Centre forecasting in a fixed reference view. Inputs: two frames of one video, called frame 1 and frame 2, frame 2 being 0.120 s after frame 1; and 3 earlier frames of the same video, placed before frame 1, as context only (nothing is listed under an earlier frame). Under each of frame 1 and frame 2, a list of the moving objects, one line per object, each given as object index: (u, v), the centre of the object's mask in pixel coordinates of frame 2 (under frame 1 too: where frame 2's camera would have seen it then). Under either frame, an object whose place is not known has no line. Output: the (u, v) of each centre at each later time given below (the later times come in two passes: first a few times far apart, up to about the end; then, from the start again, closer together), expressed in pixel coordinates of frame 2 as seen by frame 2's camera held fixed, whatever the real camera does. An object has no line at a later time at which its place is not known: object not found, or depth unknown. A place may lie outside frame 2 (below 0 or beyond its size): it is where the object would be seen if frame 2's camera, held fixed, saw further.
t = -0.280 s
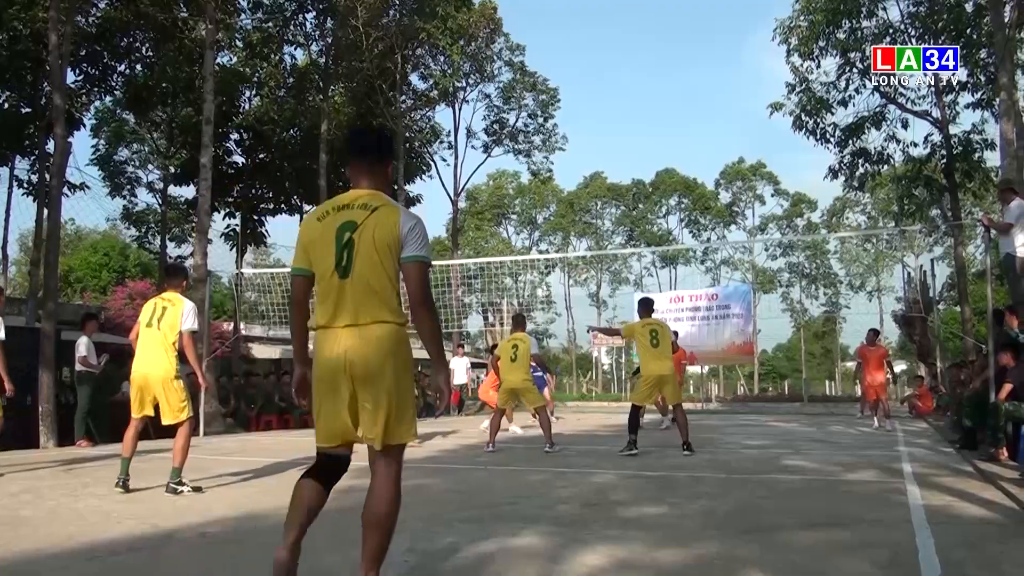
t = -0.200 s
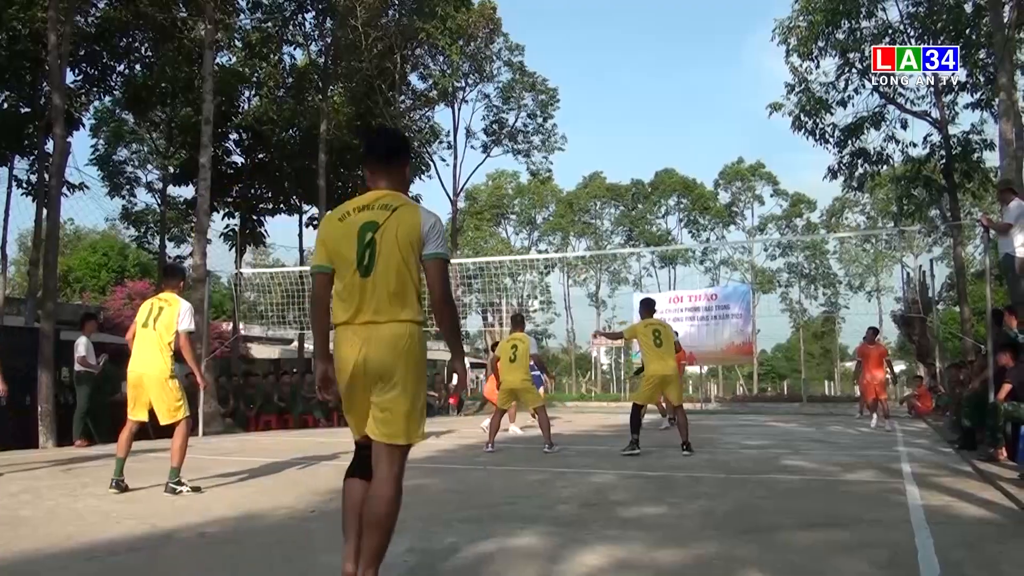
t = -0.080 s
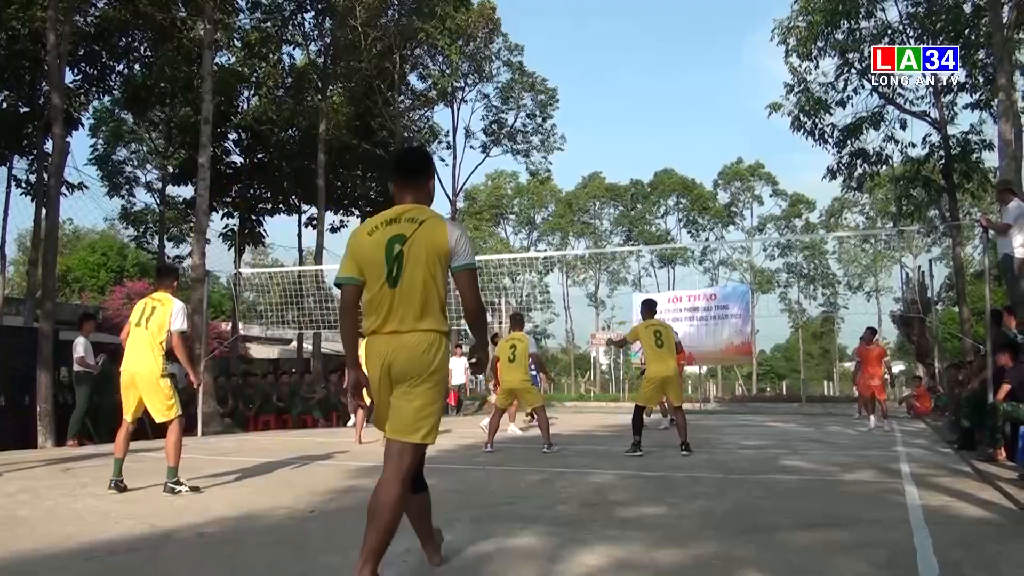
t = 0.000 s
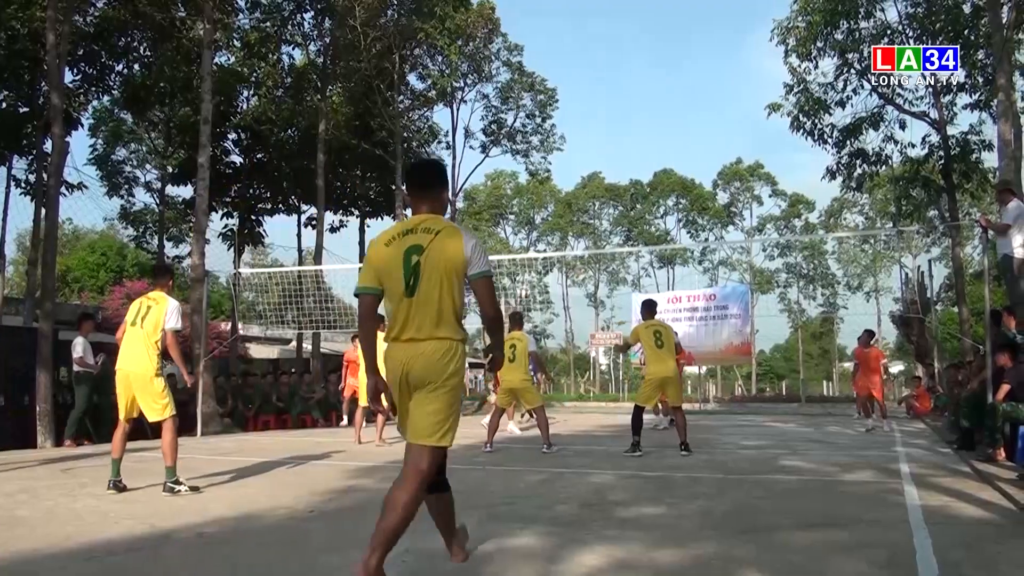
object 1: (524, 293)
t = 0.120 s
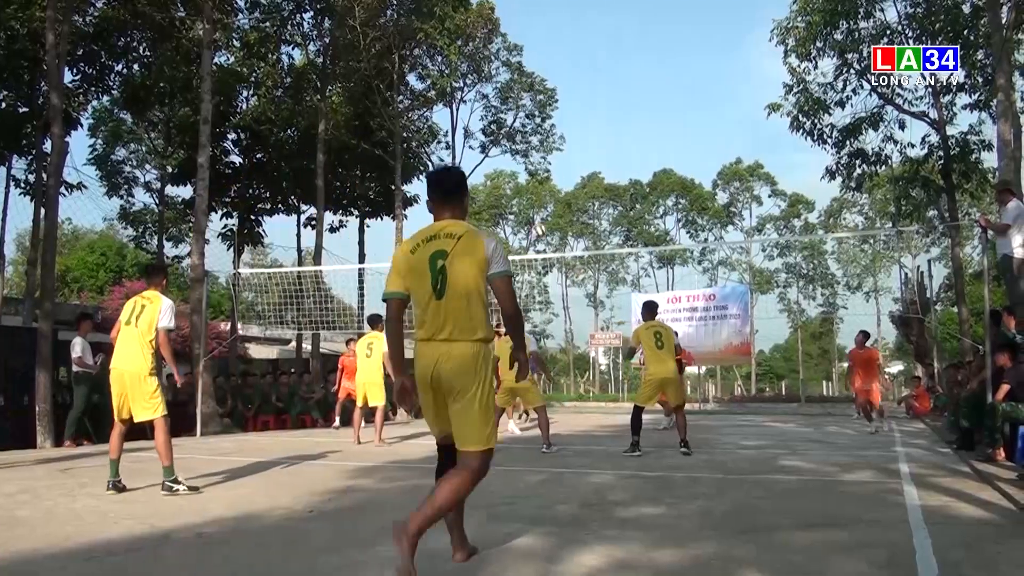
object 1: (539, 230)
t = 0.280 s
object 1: (560, 163)
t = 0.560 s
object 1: (597, 82)
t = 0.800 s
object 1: (631, 50)
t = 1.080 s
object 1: (673, 60)
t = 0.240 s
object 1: (554, 178)
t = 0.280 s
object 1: (560, 163)
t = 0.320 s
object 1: (565, 147)
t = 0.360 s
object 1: (570, 135)
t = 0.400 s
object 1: (575, 122)
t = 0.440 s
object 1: (581, 110)
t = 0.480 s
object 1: (586, 100)
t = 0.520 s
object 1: (592, 91)
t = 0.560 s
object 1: (597, 82)
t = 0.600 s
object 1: (603, 74)
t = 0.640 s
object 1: (608, 67)
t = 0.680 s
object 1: (614, 61)
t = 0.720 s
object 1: (620, 56)
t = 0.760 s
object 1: (625, 53)
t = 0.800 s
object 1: (631, 50)
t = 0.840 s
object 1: (636, 48)
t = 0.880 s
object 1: (642, 47)
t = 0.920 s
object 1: (648, 47)
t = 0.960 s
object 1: (654, 49)
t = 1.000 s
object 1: (660, 51)
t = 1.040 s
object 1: (666, 55)
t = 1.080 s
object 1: (673, 60)
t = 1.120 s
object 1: (679, 66)
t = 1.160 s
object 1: (686, 73)
